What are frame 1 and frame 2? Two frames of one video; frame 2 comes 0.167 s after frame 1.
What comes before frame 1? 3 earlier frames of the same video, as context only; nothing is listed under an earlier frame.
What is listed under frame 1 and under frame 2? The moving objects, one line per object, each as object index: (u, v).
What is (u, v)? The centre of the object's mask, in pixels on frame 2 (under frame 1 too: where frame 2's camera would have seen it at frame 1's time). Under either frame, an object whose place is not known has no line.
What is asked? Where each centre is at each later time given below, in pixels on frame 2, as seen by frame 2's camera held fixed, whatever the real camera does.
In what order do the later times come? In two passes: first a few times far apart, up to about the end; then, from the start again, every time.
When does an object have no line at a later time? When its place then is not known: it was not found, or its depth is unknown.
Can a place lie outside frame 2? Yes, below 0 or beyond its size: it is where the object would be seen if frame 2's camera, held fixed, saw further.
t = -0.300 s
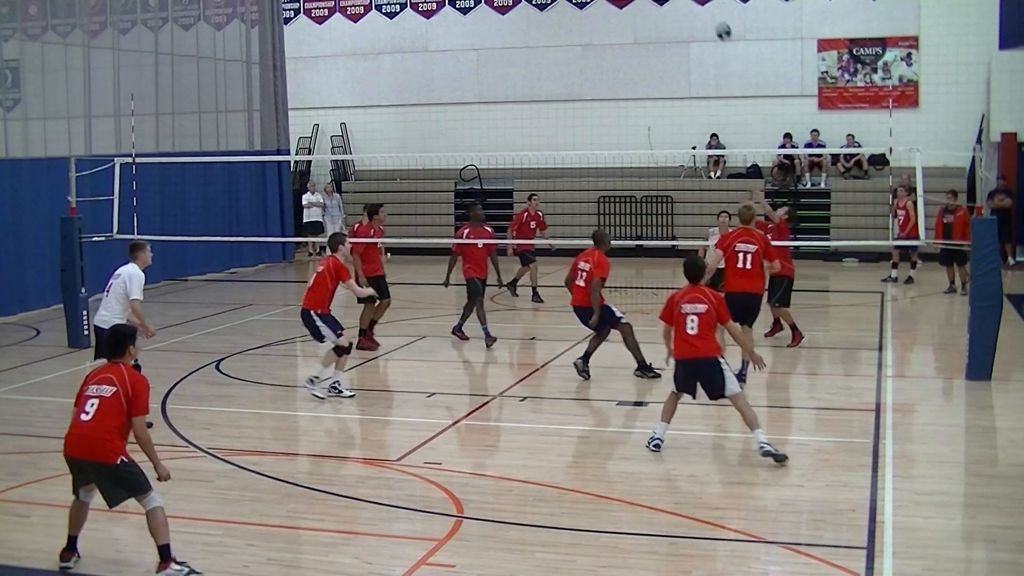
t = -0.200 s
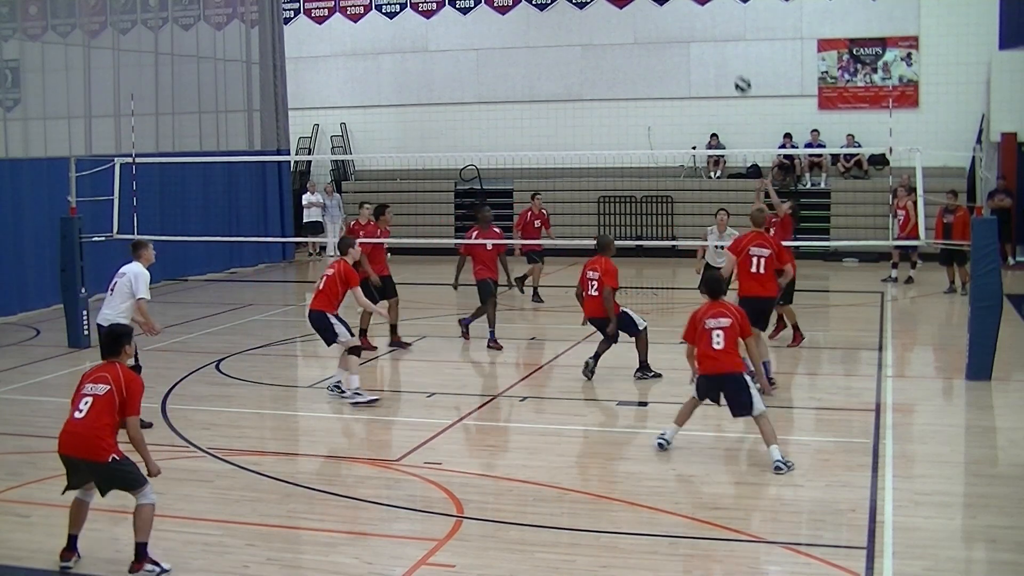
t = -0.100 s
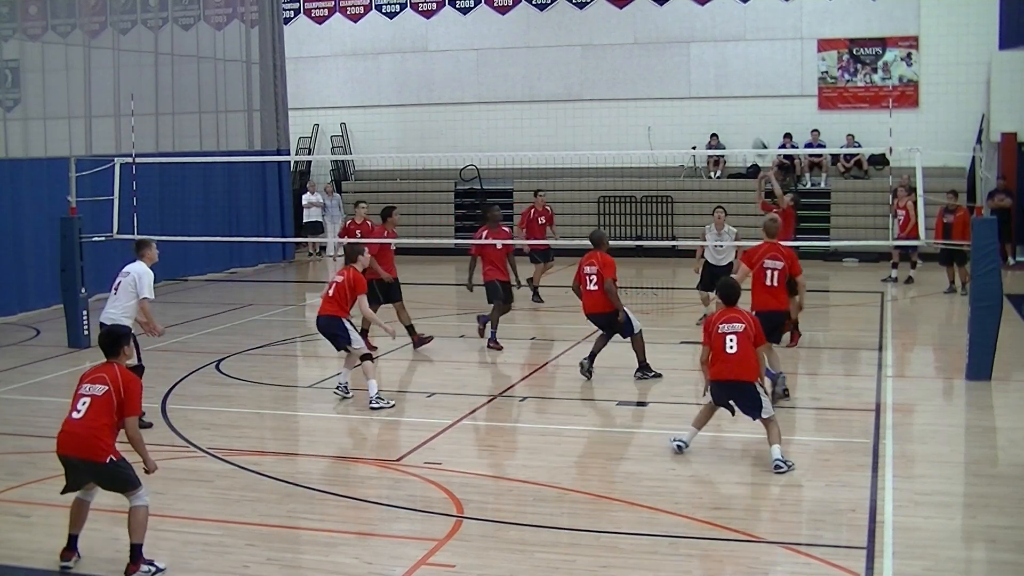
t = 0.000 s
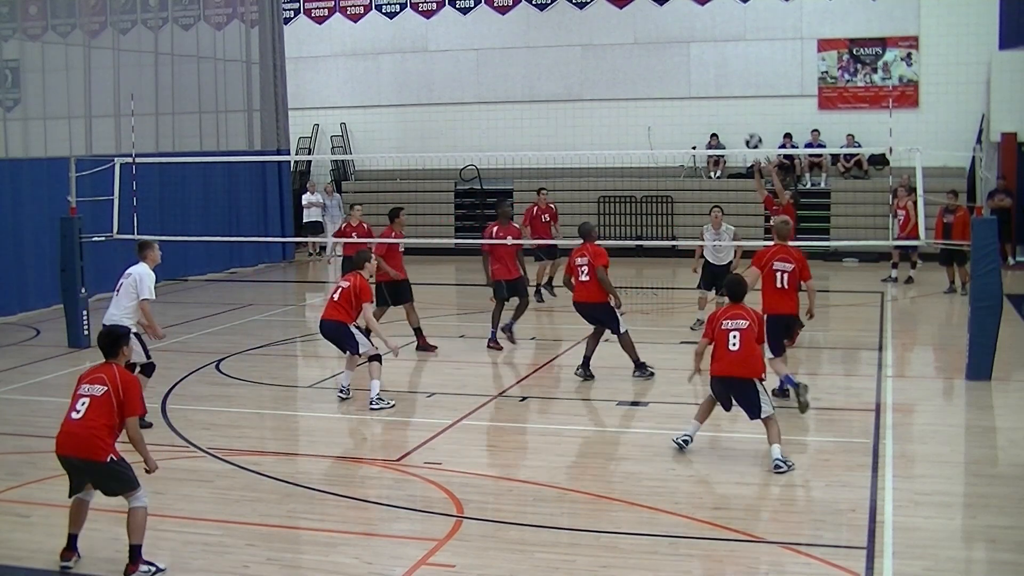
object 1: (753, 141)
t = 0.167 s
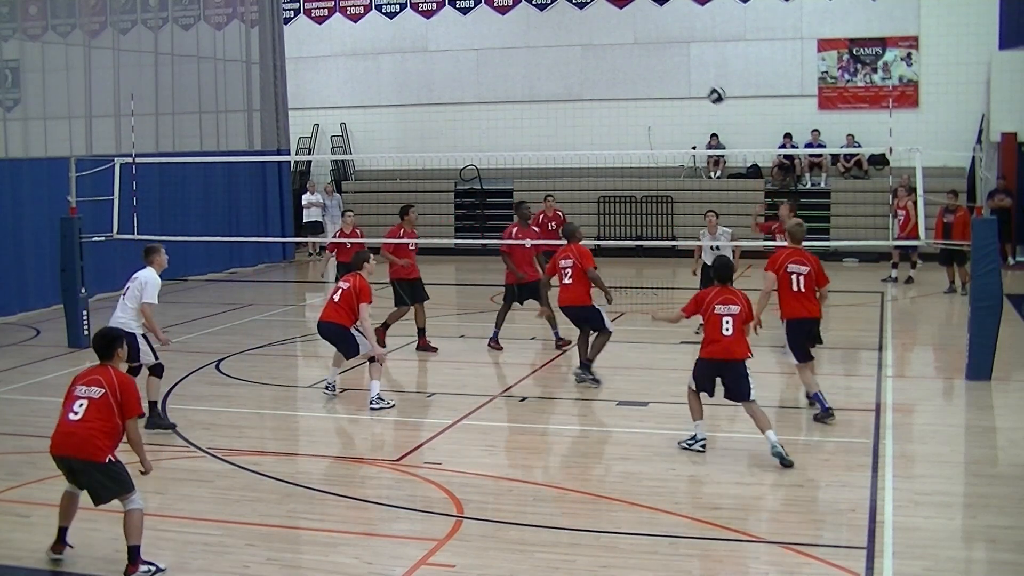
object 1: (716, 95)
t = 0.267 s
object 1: (693, 78)
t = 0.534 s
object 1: (625, 72)
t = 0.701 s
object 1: (580, 103)
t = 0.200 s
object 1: (709, 89)
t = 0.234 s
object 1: (700, 83)
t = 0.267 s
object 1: (693, 78)
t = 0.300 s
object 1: (685, 74)
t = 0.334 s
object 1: (677, 70)
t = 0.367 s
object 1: (668, 67)
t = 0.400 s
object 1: (660, 66)
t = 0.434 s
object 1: (651, 66)
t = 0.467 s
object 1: (643, 67)
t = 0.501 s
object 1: (634, 69)
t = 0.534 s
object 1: (625, 72)
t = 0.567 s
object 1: (616, 75)
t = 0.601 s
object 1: (607, 81)
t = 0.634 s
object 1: (598, 87)
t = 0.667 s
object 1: (589, 94)
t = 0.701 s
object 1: (580, 103)
